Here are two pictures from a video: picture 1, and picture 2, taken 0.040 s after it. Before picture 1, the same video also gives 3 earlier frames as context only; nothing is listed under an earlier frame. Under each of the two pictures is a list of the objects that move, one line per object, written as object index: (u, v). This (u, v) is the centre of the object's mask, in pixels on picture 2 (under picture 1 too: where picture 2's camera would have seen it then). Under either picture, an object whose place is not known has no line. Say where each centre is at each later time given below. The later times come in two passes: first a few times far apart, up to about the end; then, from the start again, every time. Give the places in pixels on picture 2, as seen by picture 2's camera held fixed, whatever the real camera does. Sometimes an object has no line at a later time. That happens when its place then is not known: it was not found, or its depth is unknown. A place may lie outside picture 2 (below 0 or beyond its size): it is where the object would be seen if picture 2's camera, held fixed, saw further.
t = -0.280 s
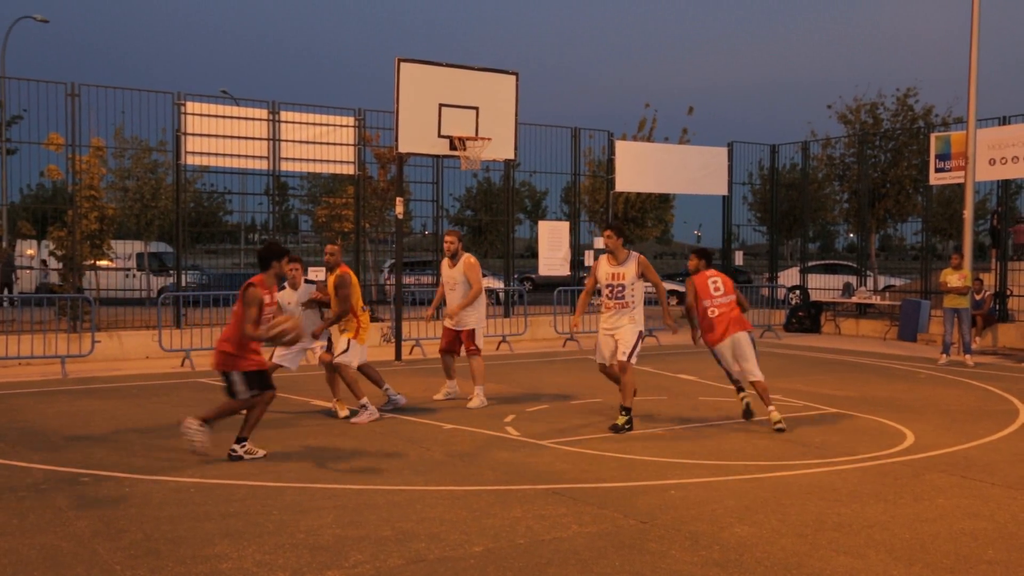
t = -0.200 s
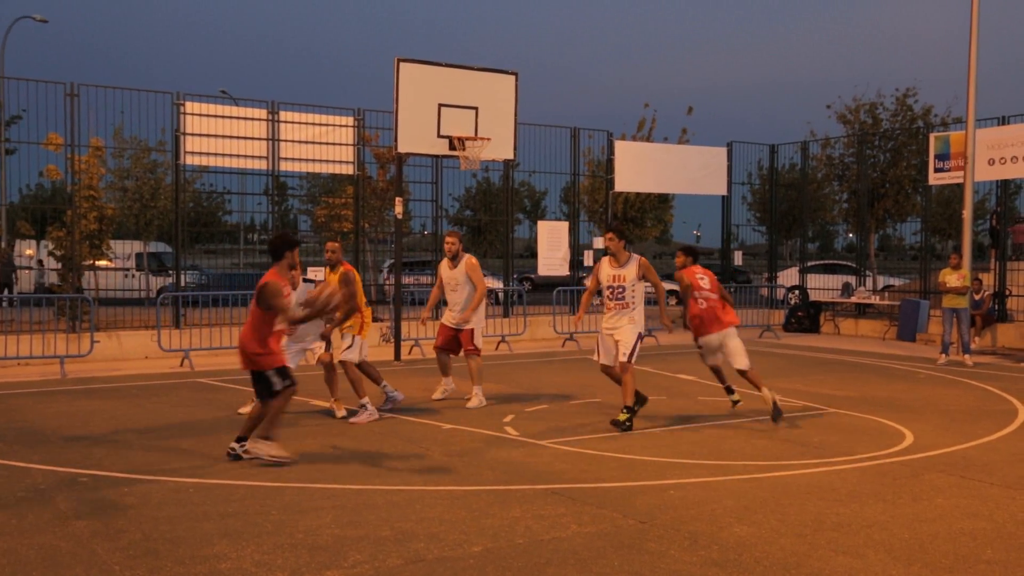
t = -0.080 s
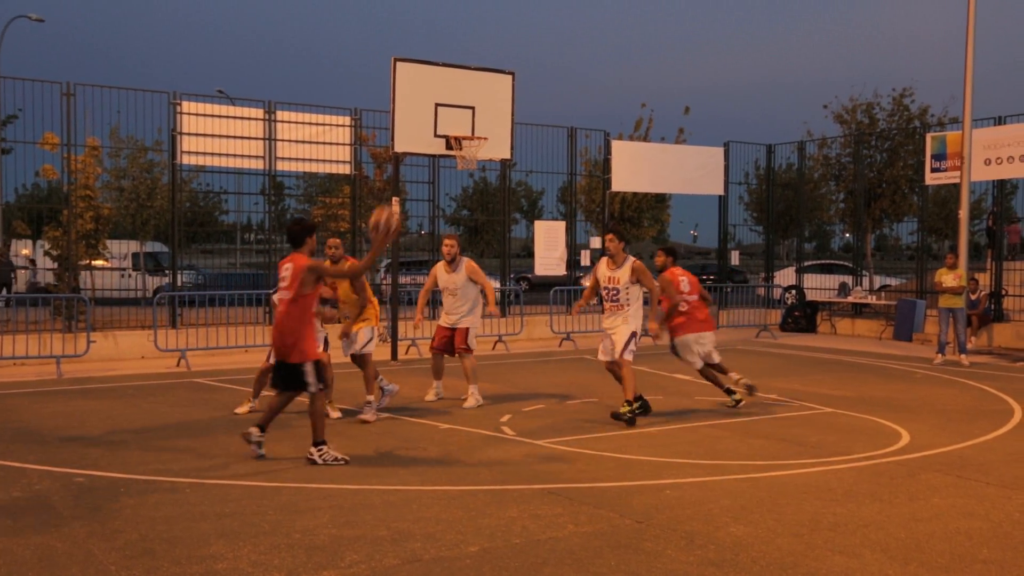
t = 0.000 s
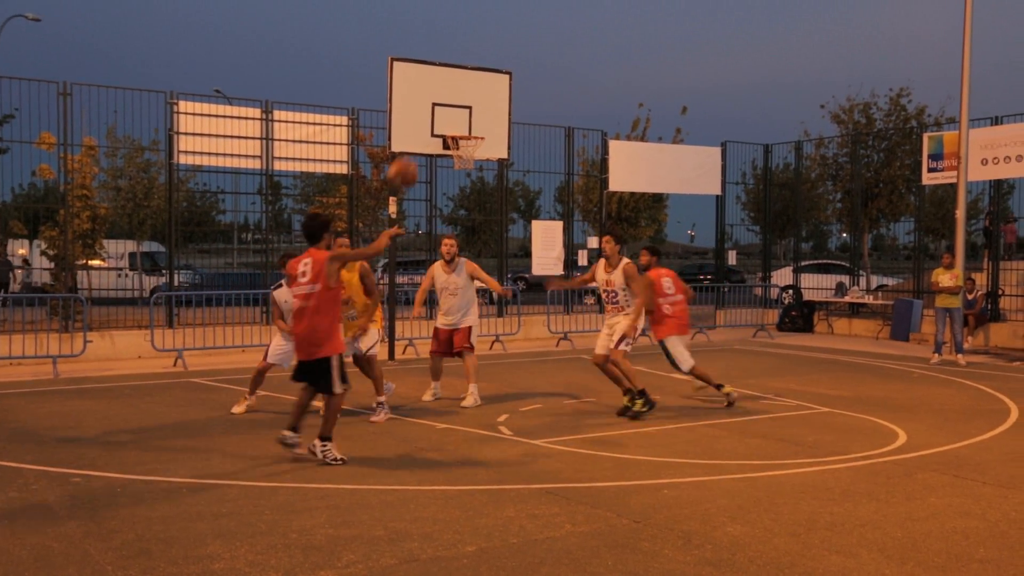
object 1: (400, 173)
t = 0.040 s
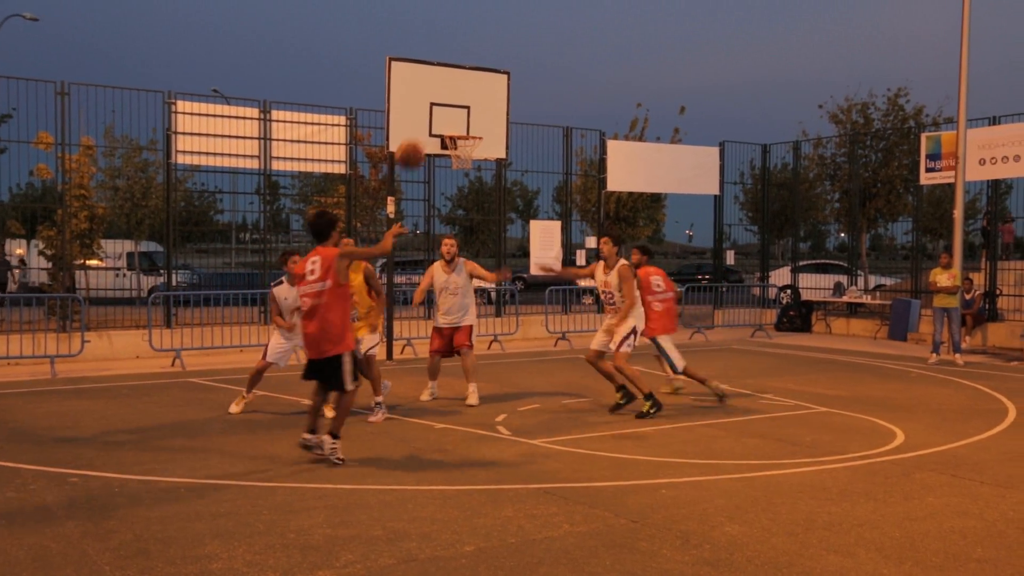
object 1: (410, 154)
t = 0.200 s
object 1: (442, 103)
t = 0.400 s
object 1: (472, 86)
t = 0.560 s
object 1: (491, 99)
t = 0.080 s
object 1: (419, 137)
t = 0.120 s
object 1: (427, 123)
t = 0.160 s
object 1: (435, 112)
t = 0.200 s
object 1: (442, 103)
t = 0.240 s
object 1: (448, 95)
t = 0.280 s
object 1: (455, 91)
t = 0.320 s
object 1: (461, 88)
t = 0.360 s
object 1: (467, 86)
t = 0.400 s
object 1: (472, 86)
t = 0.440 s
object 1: (477, 87)
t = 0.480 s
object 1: (482, 90)
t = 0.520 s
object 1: (487, 94)
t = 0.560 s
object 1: (491, 99)
